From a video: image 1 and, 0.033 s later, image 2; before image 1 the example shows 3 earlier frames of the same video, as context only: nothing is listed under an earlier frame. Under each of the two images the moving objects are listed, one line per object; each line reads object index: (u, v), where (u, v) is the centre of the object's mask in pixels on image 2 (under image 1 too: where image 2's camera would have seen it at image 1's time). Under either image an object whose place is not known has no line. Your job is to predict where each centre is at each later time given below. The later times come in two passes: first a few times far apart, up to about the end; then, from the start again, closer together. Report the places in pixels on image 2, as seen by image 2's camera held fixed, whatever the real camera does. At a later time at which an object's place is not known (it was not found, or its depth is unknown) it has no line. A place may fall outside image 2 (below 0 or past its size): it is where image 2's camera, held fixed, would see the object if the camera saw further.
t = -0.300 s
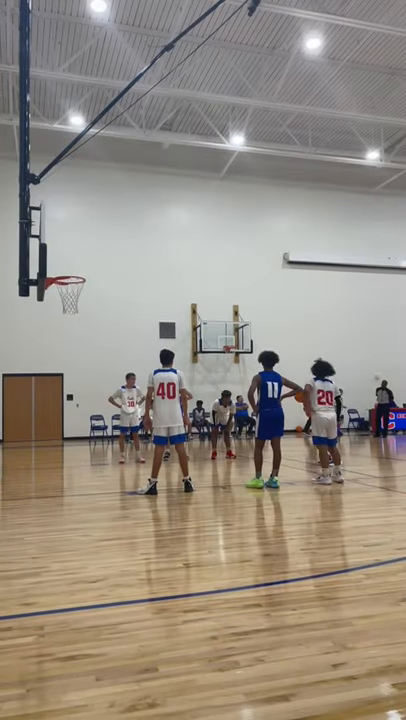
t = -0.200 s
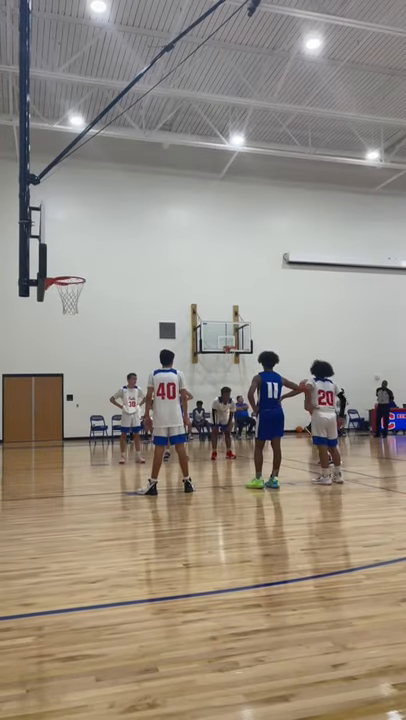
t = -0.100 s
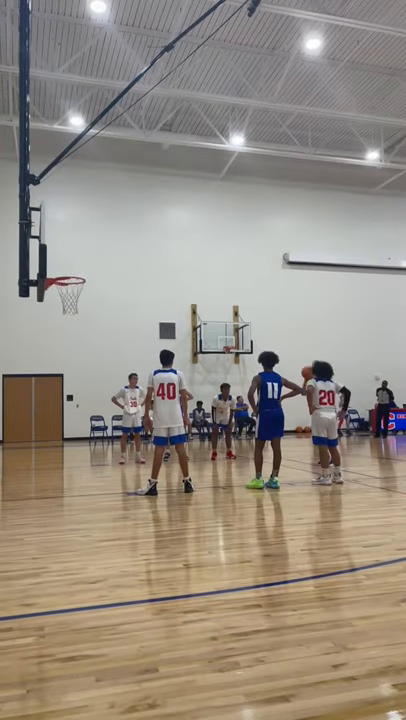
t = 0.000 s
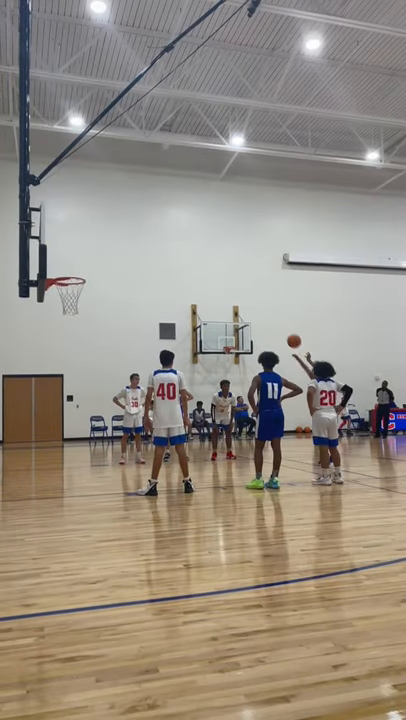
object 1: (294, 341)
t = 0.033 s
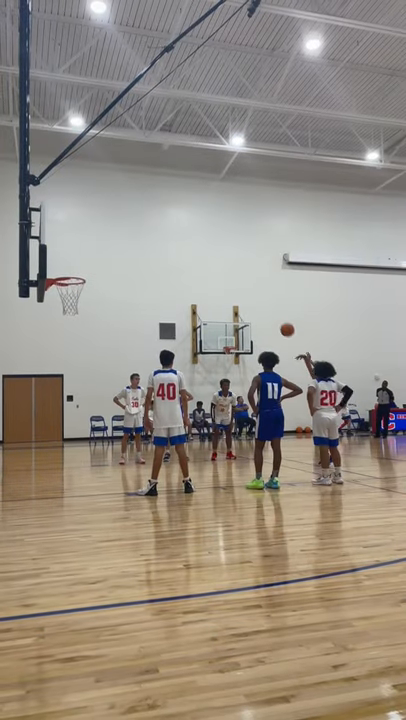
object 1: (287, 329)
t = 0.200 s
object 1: (253, 281)
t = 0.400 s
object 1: (213, 242)
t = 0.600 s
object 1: (173, 226)
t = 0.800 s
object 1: (132, 232)
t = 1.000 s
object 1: (90, 263)
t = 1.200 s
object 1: (65, 257)
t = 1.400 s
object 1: (56, 256)
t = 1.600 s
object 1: (73, 272)
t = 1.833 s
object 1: (60, 300)
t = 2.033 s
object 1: (56, 311)
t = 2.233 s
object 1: (54, 346)
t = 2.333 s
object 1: (53, 372)
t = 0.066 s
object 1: (280, 318)
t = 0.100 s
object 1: (274, 308)
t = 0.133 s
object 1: (267, 298)
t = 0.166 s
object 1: (260, 289)
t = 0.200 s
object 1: (253, 281)
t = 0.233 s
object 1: (247, 273)
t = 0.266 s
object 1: (240, 265)
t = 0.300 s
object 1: (233, 259)
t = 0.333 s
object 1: (227, 253)
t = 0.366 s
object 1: (220, 247)
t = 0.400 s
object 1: (213, 242)
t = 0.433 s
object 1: (207, 238)
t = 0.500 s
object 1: (194, 231)
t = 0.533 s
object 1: (187, 229)
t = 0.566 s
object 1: (180, 227)
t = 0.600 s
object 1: (173, 226)
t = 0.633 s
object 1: (167, 225)
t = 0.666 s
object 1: (160, 225)
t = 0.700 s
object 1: (153, 226)
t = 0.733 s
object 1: (146, 227)
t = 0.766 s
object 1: (139, 229)
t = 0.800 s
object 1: (132, 232)
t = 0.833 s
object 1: (125, 236)
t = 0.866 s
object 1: (118, 240)
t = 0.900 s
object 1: (111, 244)
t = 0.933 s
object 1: (104, 250)
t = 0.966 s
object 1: (97, 256)
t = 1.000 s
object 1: (90, 263)
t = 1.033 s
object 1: (83, 271)
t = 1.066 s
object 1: (79, 270)
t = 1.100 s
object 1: (75, 265)
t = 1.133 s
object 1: (72, 262)
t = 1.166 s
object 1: (68, 259)
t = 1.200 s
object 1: (65, 257)
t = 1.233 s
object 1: (61, 256)
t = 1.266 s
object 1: (57, 256)
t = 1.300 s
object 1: (54, 256)
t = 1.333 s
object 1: (52, 256)
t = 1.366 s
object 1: (53, 256)
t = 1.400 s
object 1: (56, 256)
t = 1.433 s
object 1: (59, 257)
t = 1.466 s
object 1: (61, 259)
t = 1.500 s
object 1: (64, 262)
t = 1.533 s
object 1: (67, 265)
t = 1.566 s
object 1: (70, 268)
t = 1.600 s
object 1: (73, 272)
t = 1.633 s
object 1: (76, 278)
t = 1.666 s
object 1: (74, 281)
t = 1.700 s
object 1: (71, 285)
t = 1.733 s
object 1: (68, 288)
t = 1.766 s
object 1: (65, 292)
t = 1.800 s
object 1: (62, 297)
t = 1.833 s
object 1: (60, 300)
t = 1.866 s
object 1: (59, 301)
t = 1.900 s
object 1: (58, 302)
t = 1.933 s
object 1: (57, 304)
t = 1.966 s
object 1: (57, 305)
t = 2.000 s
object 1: (57, 308)
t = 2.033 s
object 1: (56, 311)
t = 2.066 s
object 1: (56, 315)
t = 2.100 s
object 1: (56, 320)
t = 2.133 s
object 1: (55, 325)
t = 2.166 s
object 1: (55, 331)
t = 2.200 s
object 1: (54, 338)
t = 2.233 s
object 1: (54, 346)
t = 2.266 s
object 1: (54, 354)
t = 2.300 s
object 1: (53, 363)
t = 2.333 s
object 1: (53, 372)
